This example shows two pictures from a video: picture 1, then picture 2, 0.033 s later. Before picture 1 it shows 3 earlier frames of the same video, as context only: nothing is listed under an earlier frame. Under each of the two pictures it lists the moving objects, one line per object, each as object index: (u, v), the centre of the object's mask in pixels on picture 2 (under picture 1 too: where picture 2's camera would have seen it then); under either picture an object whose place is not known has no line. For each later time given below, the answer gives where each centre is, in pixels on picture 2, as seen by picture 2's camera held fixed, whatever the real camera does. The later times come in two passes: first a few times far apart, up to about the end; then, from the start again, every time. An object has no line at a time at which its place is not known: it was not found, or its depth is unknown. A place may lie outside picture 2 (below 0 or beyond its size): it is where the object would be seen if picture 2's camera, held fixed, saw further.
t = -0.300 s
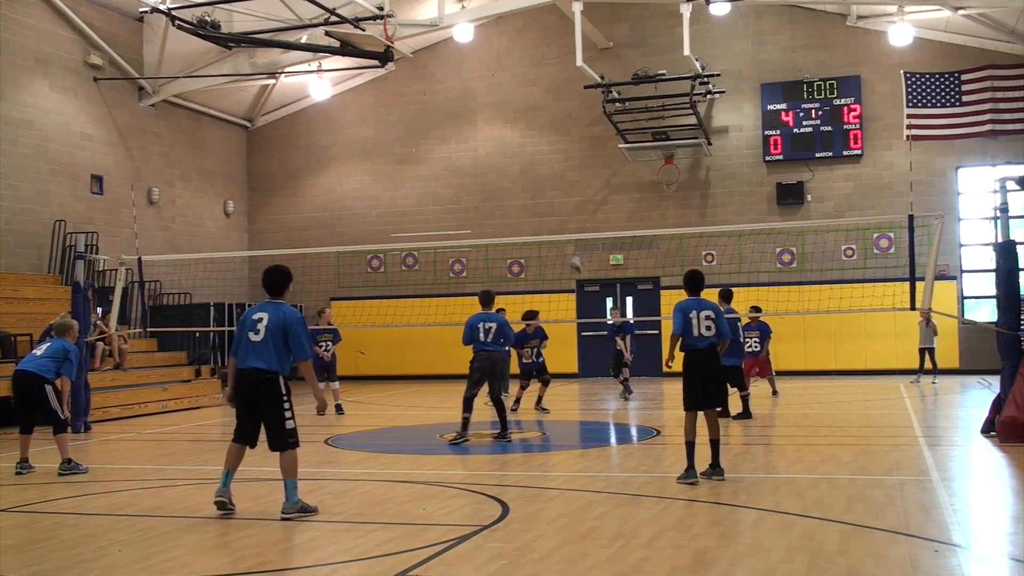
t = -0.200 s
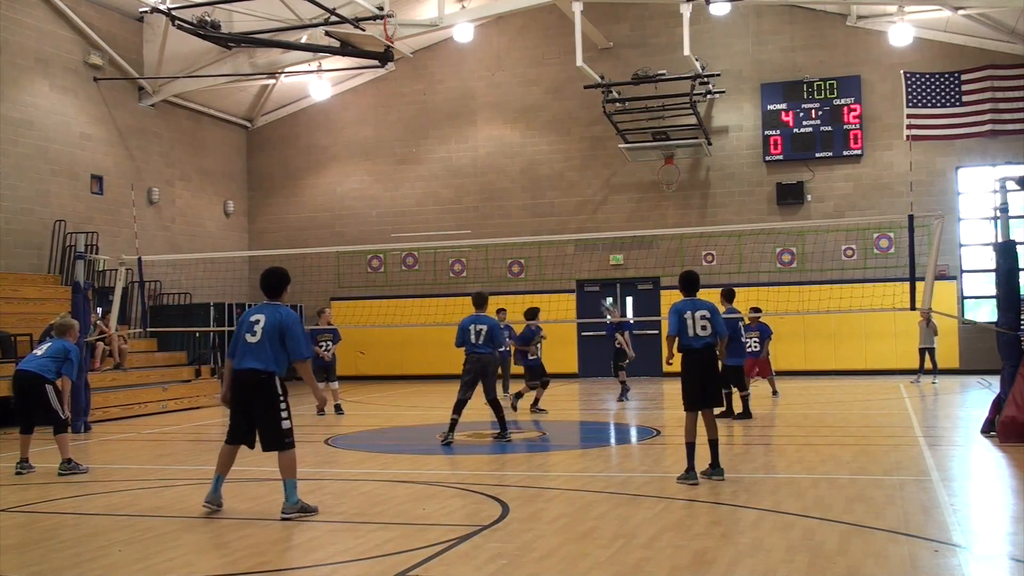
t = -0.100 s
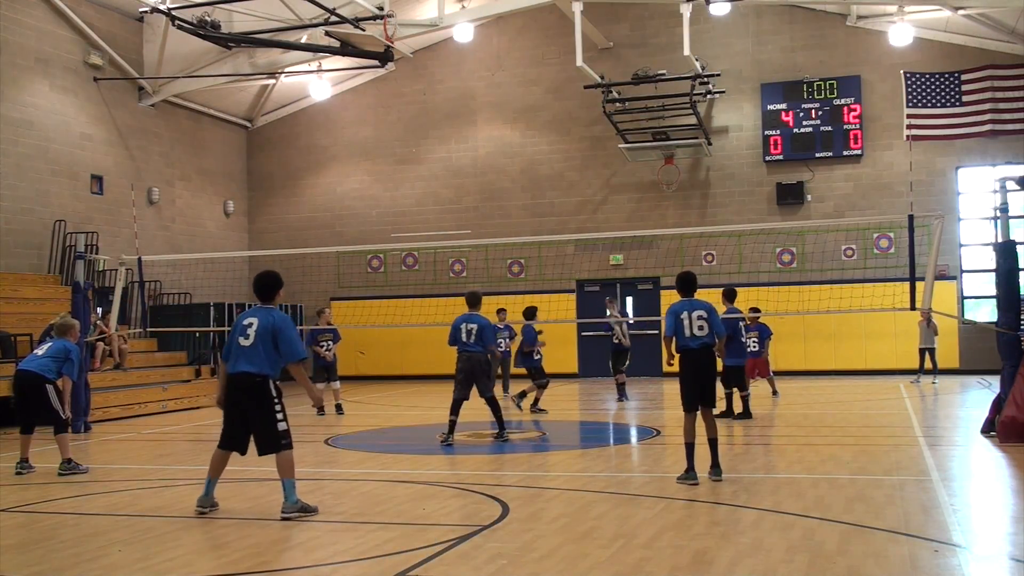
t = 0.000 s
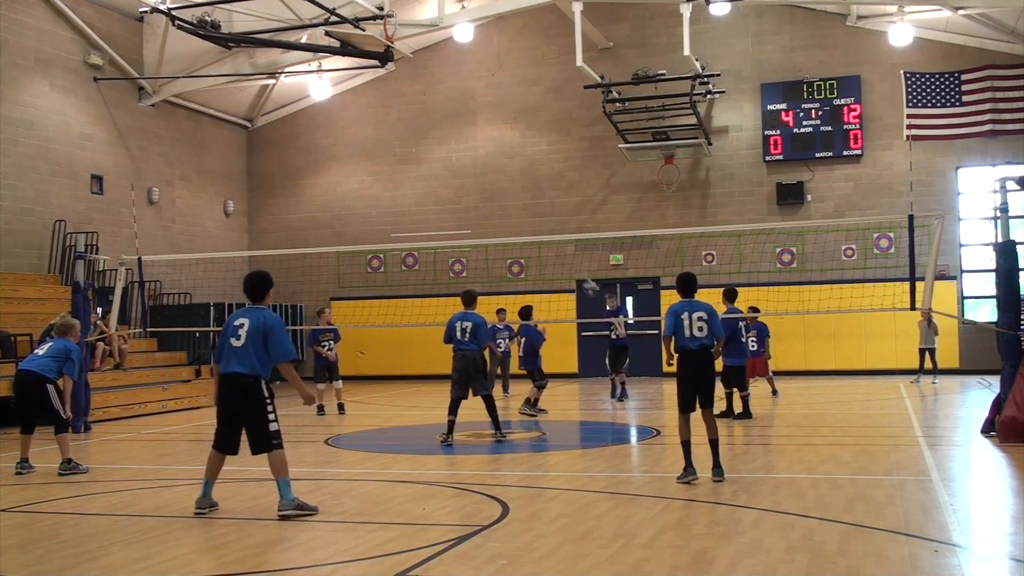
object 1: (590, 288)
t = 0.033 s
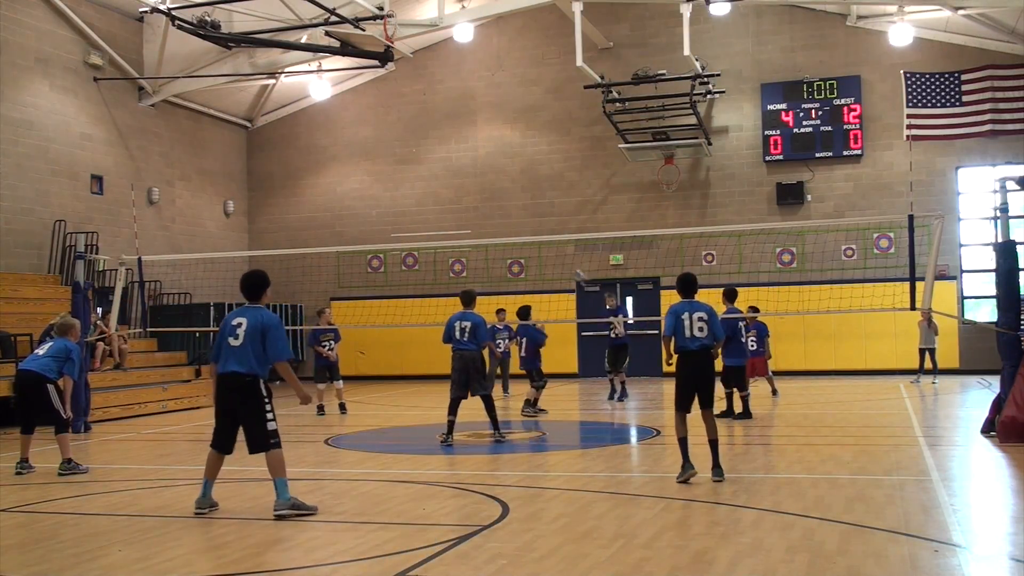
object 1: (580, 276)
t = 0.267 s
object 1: (514, 229)
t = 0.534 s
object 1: (415, 218)
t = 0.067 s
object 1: (572, 268)
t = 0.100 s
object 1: (564, 261)
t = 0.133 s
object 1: (554, 253)
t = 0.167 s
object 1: (544, 247)
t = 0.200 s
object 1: (534, 241)
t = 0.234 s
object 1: (524, 232)
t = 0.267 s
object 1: (514, 229)
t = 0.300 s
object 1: (502, 226)
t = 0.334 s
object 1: (491, 222)
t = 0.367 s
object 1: (479, 219)
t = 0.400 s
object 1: (467, 216)
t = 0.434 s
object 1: (455, 215)
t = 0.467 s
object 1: (441, 215)
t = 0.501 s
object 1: (428, 216)
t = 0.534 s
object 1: (415, 218)
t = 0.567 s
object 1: (402, 220)
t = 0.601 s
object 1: (388, 223)
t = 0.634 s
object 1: (373, 228)
